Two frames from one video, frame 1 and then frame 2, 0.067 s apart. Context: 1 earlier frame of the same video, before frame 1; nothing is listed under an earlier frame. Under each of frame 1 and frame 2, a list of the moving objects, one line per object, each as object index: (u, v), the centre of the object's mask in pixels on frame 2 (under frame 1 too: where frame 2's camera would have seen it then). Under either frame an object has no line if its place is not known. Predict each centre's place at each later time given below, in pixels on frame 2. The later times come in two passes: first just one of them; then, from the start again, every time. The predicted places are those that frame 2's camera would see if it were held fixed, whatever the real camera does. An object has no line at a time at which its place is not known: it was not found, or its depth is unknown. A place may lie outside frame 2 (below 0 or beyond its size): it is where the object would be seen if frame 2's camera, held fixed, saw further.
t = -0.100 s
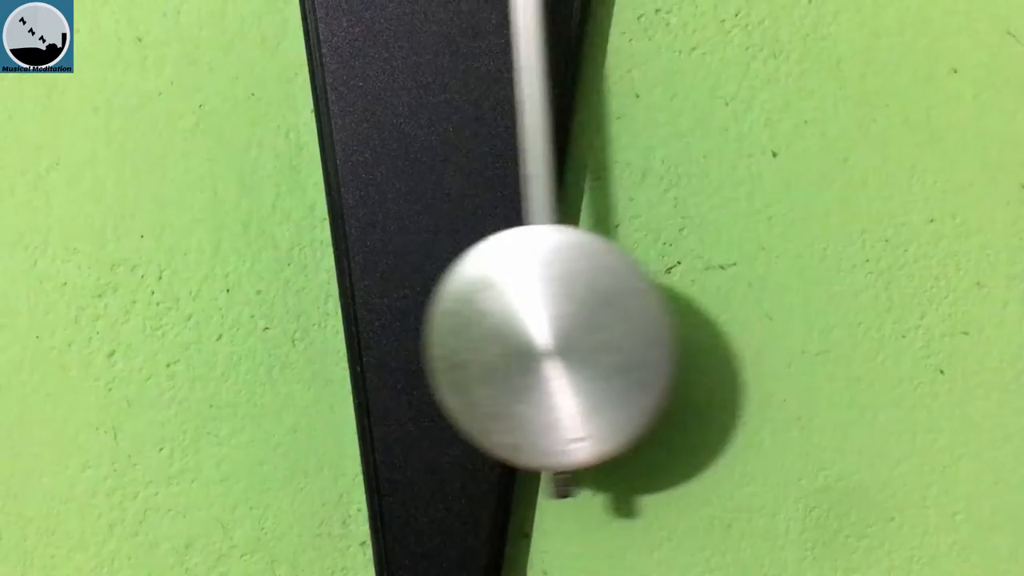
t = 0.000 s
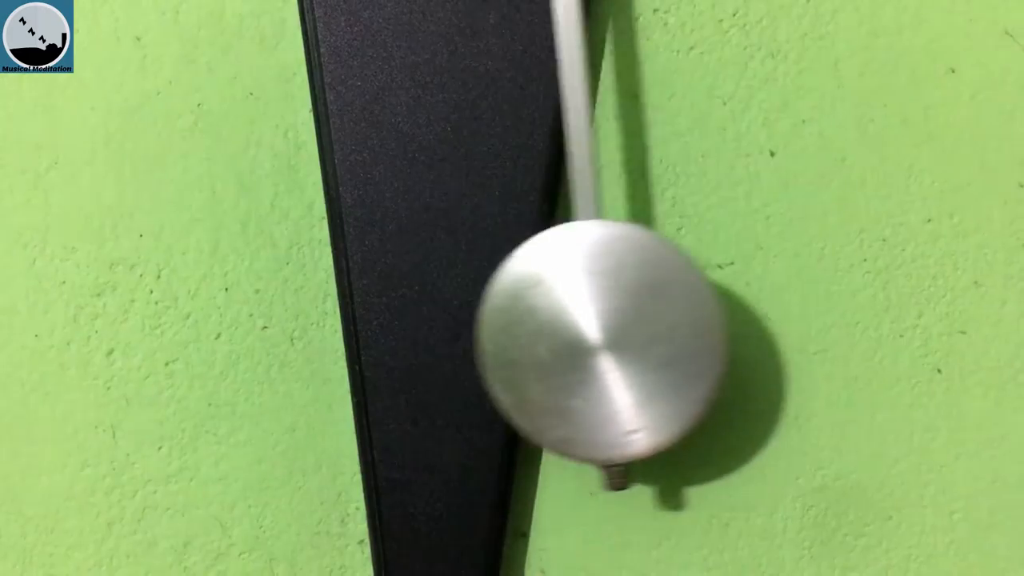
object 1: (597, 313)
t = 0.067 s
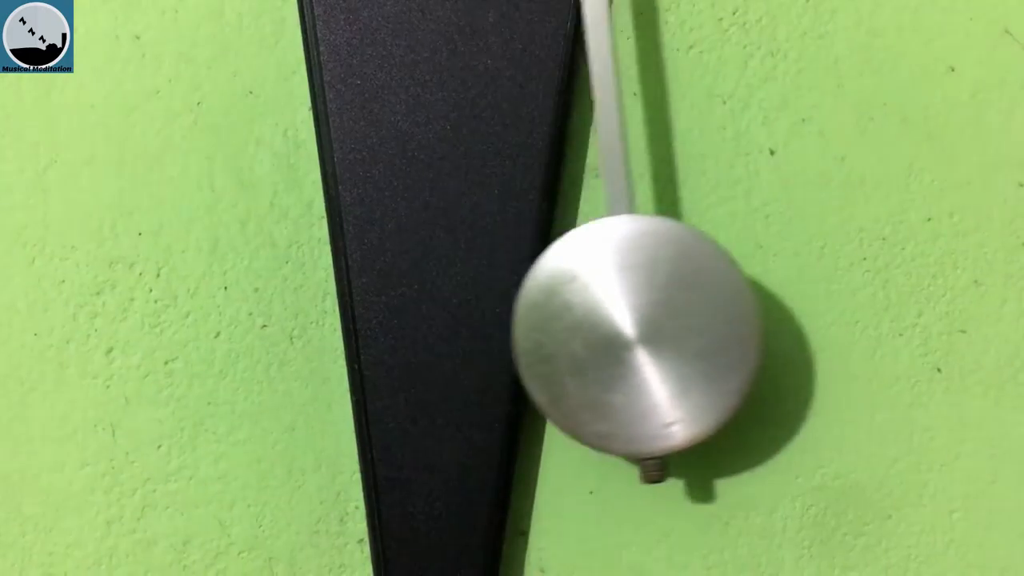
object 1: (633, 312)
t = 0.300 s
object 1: (580, 312)
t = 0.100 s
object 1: (643, 311)
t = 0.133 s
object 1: (647, 311)
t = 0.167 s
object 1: (645, 311)
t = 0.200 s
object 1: (636, 312)
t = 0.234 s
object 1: (623, 312)
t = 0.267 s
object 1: (604, 312)
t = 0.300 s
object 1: (580, 312)
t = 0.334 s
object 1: (553, 313)
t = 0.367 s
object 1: (523, 313)
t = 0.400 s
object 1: (492, 314)
